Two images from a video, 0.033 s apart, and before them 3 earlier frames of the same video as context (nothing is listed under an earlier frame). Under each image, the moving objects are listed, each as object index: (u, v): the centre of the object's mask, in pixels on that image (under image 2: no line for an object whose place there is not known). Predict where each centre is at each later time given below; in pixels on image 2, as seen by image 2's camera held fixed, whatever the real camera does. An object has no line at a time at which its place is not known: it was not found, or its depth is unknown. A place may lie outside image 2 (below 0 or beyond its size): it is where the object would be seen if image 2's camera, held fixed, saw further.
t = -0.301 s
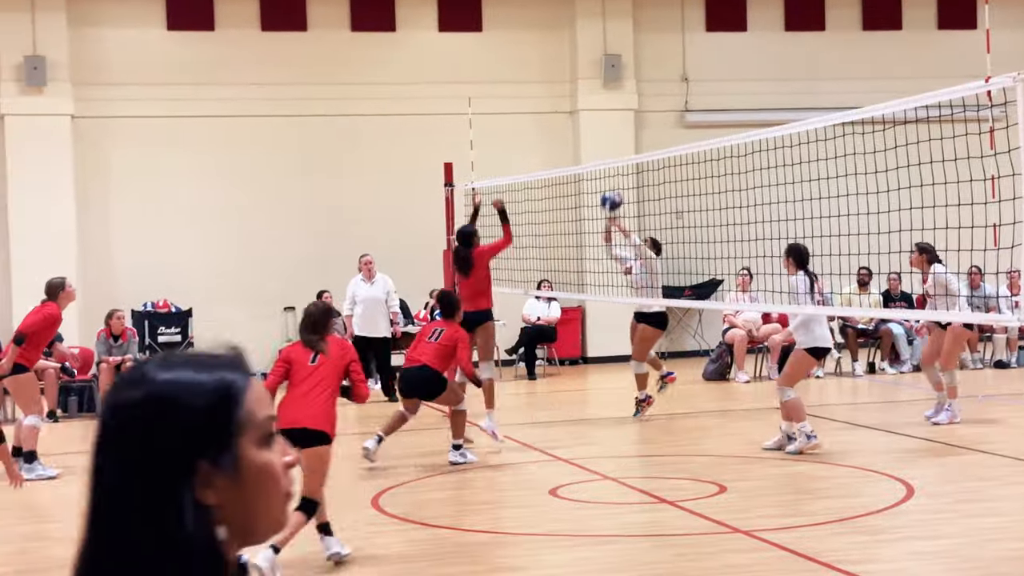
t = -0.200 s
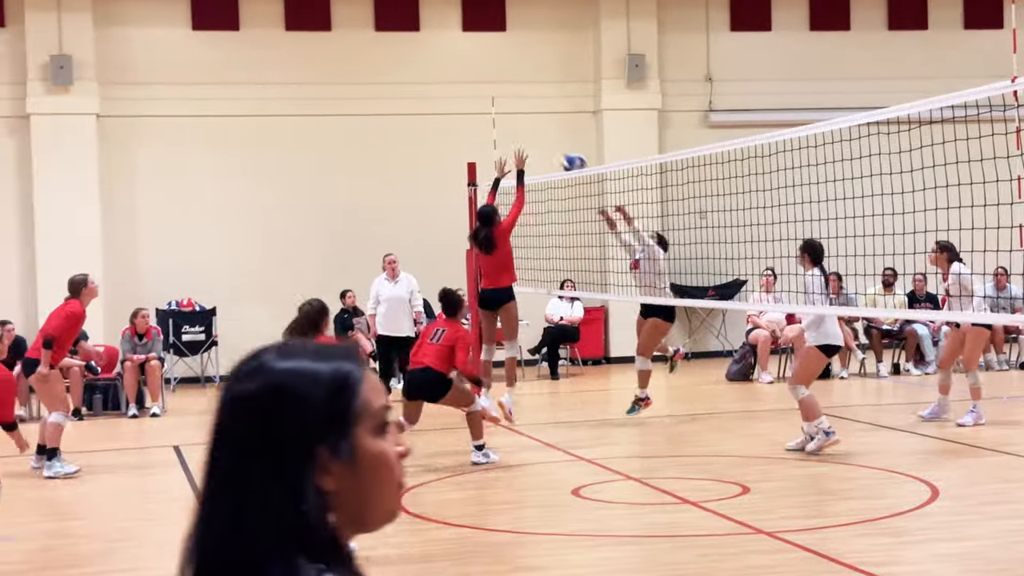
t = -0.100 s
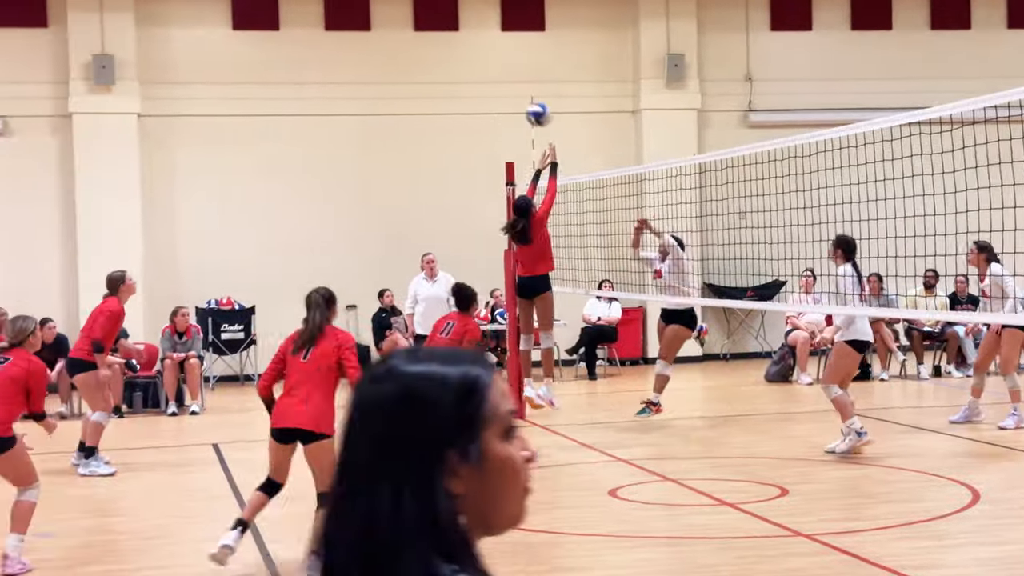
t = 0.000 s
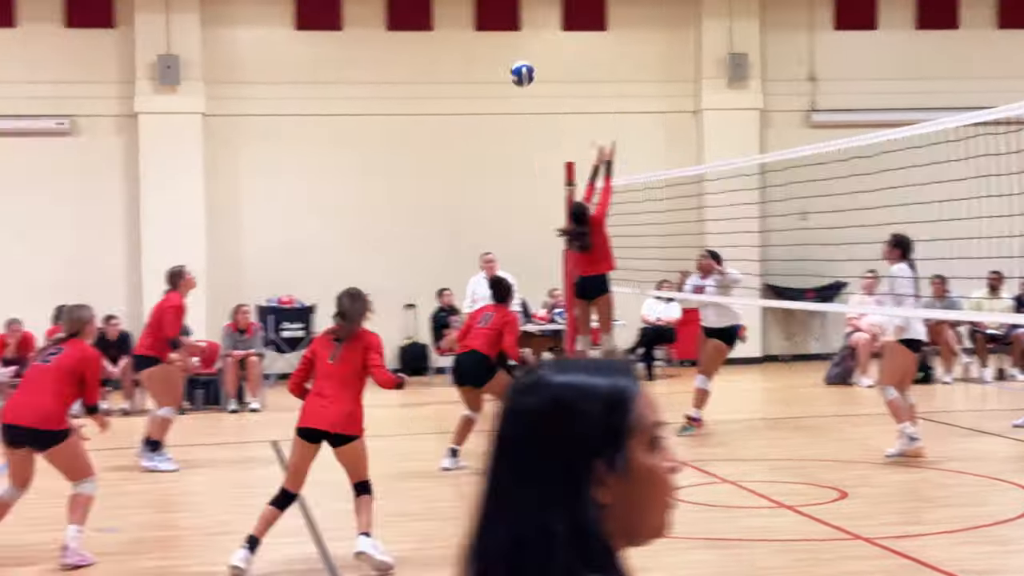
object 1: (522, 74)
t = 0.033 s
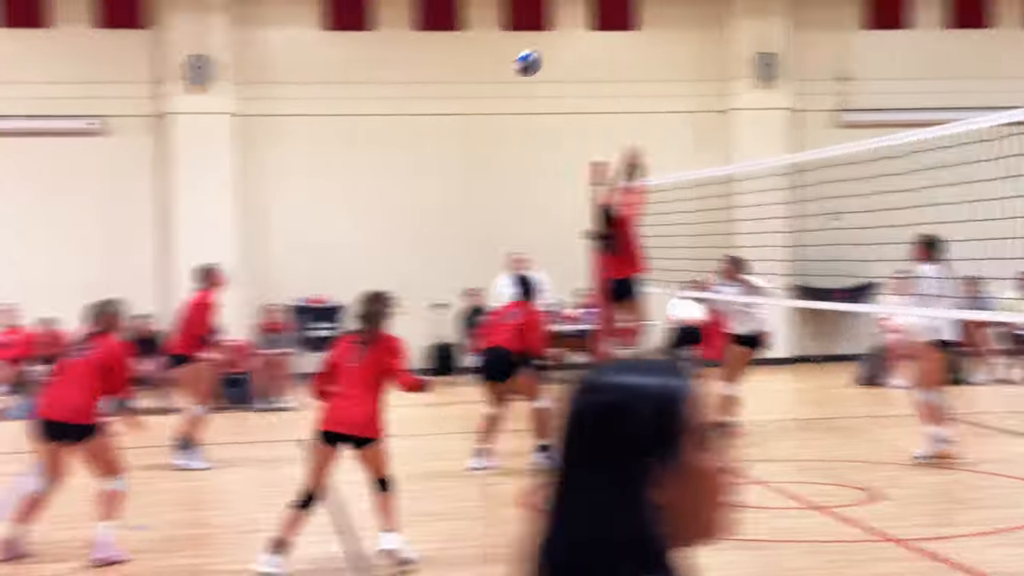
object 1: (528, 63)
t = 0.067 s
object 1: (506, 52)
